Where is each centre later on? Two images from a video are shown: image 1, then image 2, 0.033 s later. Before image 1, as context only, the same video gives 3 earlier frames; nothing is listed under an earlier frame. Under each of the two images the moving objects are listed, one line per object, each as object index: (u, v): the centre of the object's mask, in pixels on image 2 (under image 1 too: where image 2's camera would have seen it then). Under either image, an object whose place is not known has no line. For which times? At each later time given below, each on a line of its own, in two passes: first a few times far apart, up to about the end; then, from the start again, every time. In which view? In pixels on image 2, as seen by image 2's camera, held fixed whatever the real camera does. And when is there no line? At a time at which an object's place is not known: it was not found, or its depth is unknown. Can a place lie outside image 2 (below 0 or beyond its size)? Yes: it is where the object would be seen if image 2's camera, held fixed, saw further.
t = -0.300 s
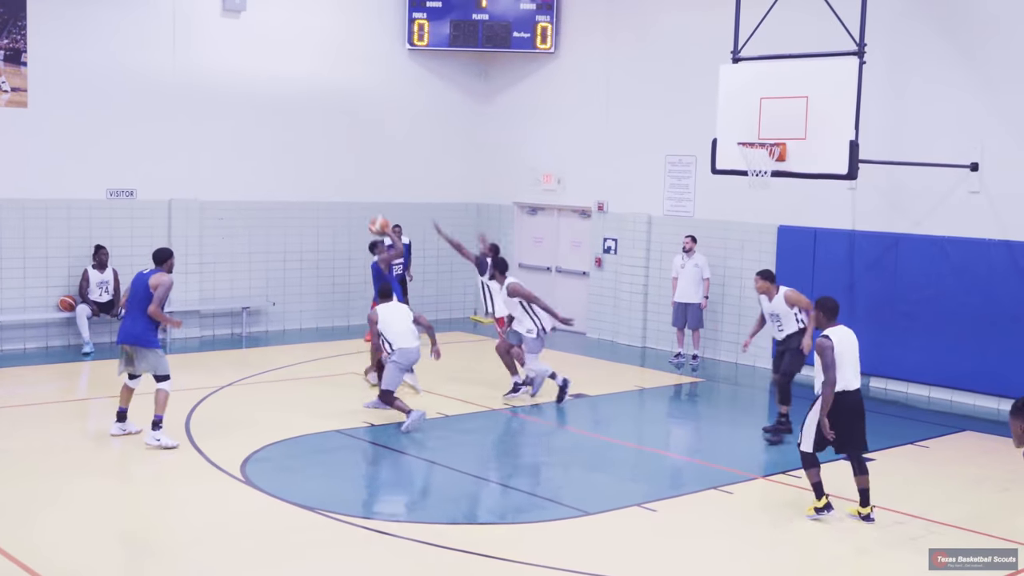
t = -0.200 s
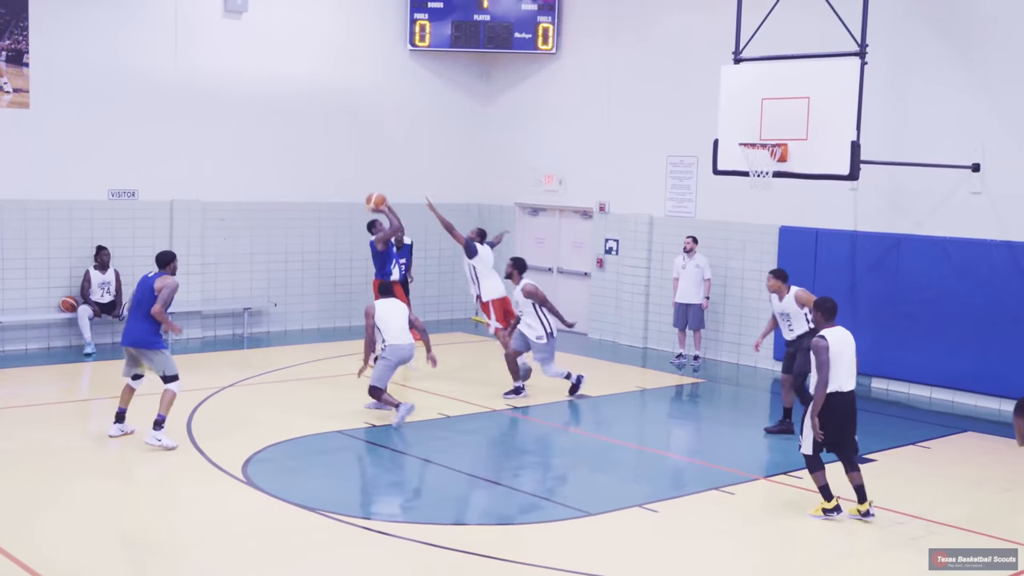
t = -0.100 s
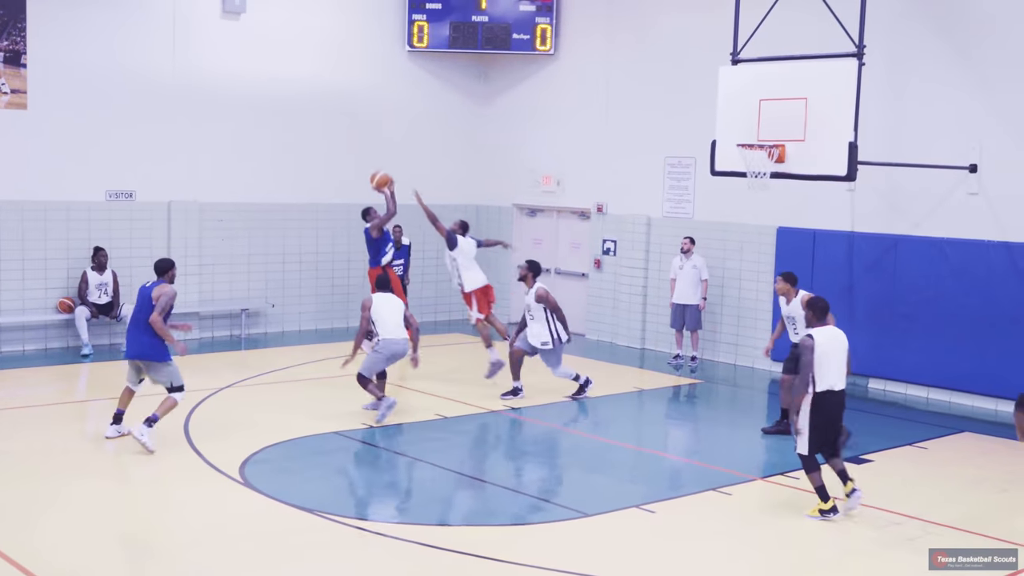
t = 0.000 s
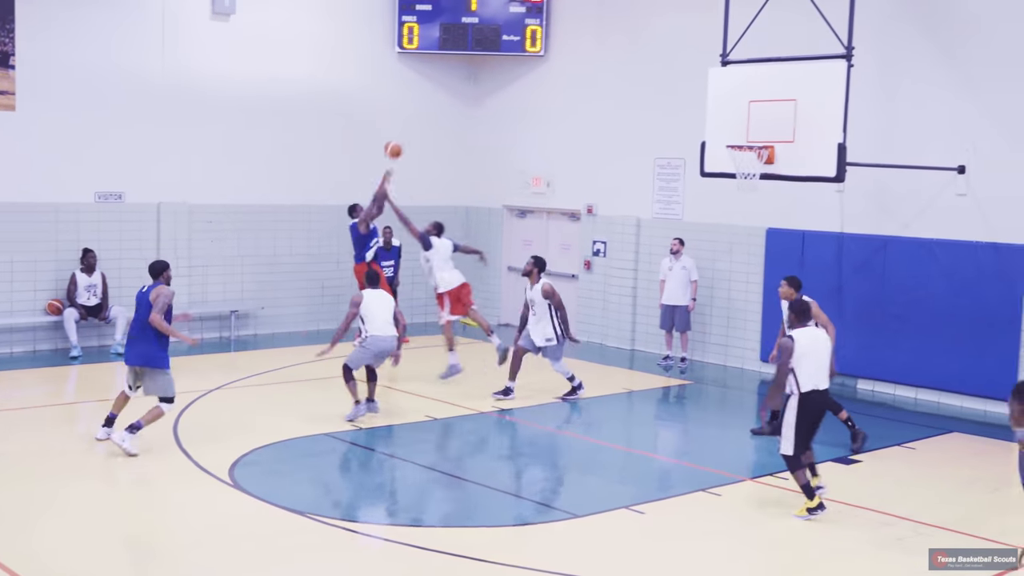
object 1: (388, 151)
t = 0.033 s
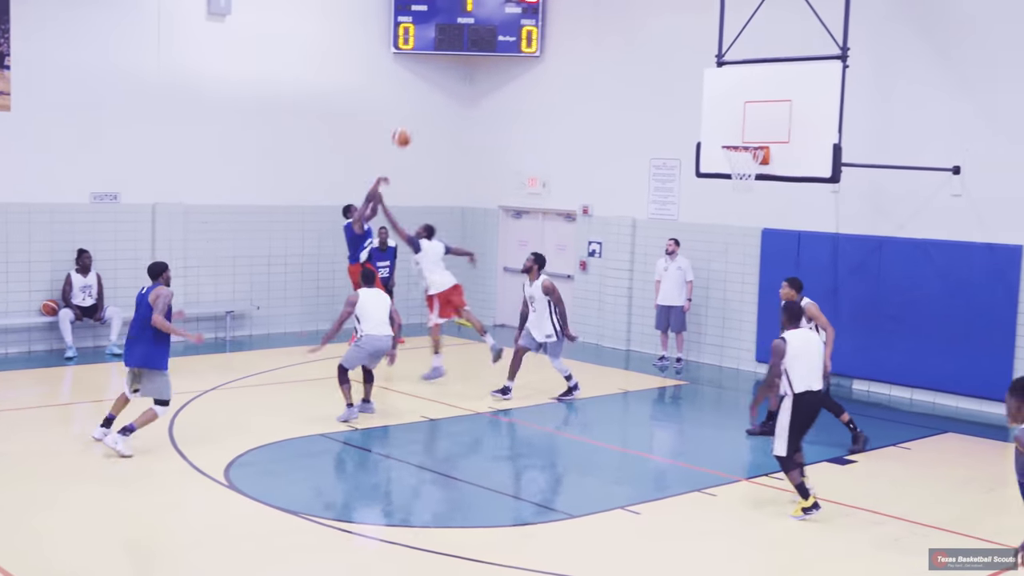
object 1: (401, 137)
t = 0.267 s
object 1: (492, 76)
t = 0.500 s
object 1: (584, 61)
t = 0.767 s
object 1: (689, 100)
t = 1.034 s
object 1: (752, 126)
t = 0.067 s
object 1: (413, 126)
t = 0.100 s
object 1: (427, 116)
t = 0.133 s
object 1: (439, 108)
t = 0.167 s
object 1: (453, 98)
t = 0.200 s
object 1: (467, 89)
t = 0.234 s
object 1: (479, 83)
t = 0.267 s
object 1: (492, 76)
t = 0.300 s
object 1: (505, 71)
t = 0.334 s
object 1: (517, 67)
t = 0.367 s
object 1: (530, 64)
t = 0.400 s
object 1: (544, 62)
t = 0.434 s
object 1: (559, 62)
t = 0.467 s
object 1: (571, 60)
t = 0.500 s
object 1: (584, 61)
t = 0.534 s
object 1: (597, 62)
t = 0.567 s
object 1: (610, 64)
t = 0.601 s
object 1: (622, 68)
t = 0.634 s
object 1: (636, 73)
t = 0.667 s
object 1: (649, 79)
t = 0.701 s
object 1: (663, 86)
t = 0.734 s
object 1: (676, 93)
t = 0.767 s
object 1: (689, 100)
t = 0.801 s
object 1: (701, 111)
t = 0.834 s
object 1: (714, 122)
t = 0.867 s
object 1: (728, 134)
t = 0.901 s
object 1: (734, 134)
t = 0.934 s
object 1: (738, 130)
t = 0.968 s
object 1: (742, 127)
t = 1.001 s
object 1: (747, 126)
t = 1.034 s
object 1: (752, 126)
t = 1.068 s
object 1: (756, 126)
